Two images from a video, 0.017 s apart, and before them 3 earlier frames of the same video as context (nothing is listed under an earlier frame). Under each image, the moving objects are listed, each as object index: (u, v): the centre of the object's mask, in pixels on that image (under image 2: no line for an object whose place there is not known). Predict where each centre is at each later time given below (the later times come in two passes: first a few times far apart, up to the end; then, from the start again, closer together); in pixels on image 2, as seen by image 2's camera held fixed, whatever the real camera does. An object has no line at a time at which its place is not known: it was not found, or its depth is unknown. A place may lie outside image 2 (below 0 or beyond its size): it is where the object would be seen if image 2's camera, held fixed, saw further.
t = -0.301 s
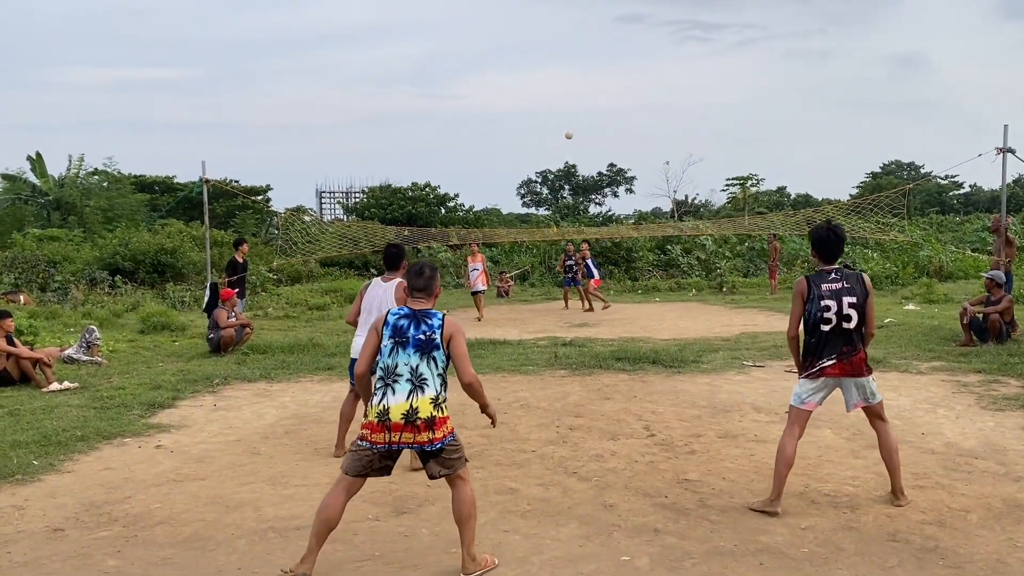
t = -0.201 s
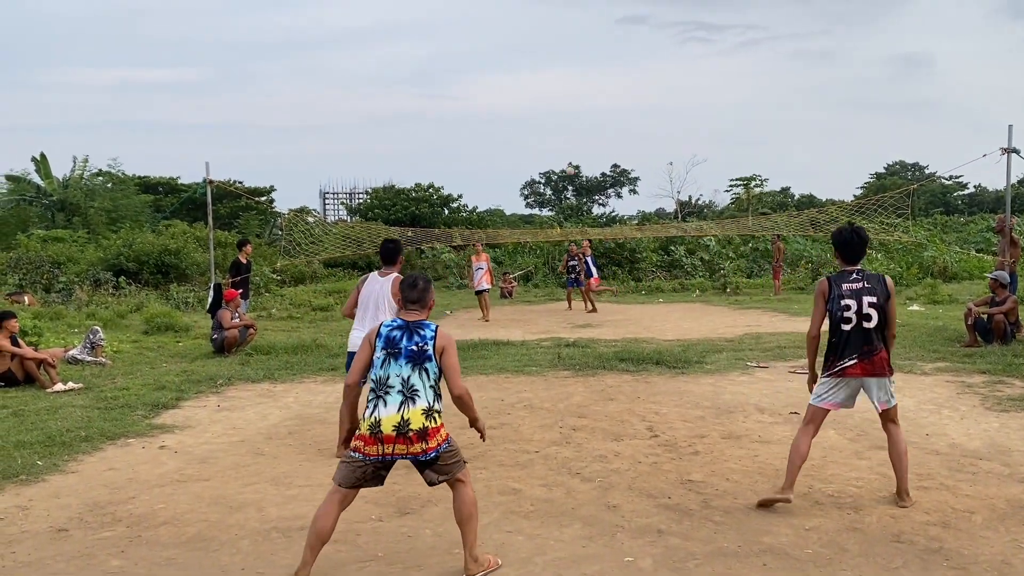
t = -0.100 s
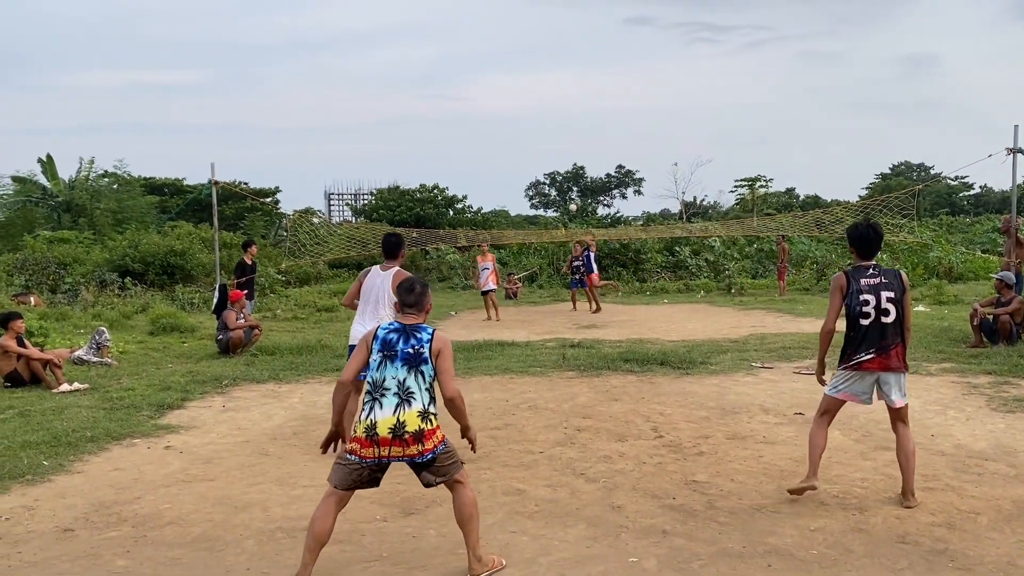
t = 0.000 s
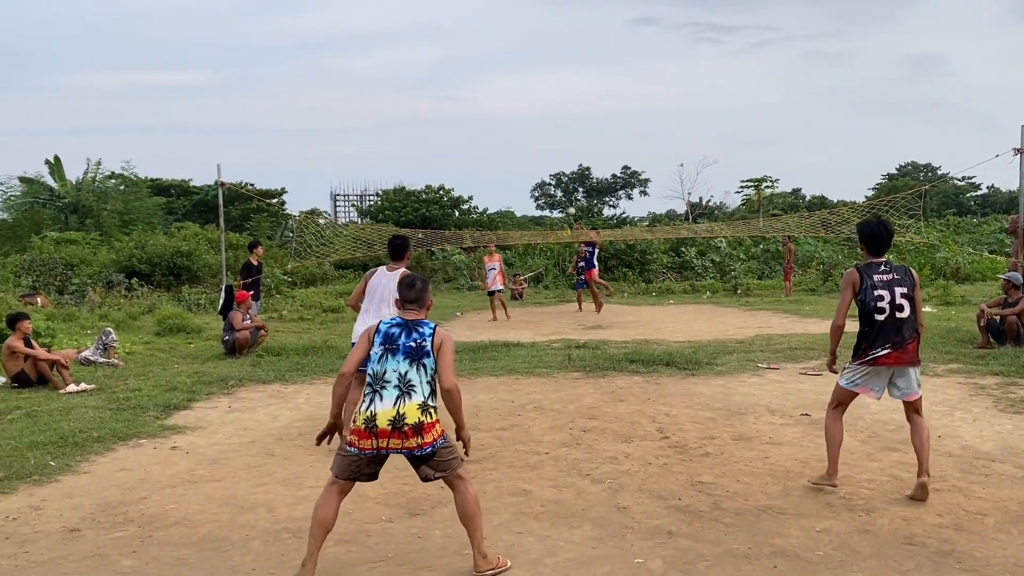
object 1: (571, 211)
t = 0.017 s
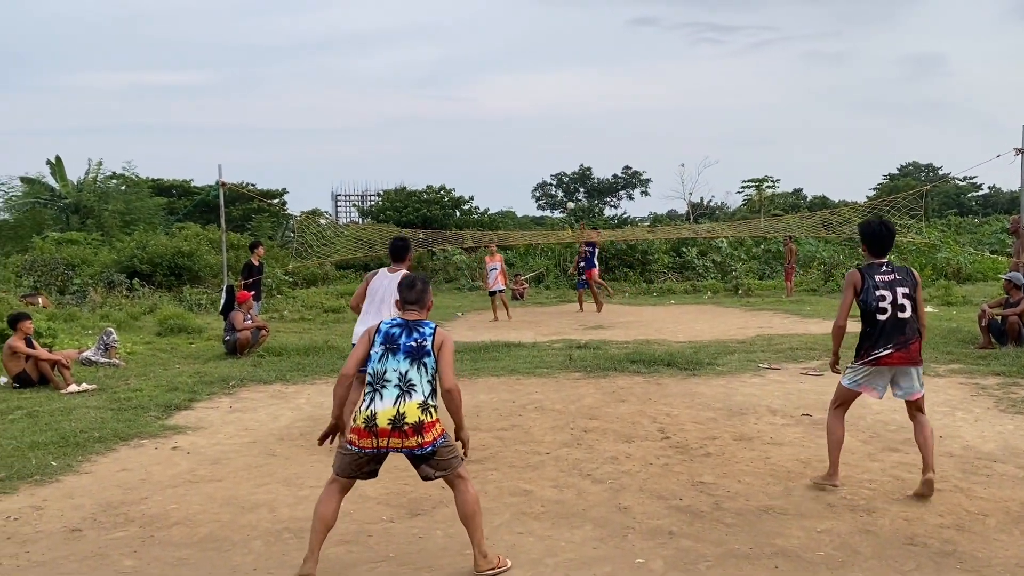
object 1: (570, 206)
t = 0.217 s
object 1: (541, 141)
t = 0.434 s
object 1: (501, 79)
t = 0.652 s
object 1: (443, 31)
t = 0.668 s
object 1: (438, 27)
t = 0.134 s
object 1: (554, 167)
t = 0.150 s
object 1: (551, 162)
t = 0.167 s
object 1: (549, 157)
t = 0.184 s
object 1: (546, 151)
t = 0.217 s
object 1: (541, 141)
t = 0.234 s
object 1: (539, 136)
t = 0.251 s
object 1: (536, 131)
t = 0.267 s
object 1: (533, 125)
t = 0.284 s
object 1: (530, 121)
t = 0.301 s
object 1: (527, 115)
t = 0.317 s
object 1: (524, 111)
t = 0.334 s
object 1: (521, 106)
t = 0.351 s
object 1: (518, 101)
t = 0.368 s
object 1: (515, 97)
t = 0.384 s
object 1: (511, 92)
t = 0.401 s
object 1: (508, 88)
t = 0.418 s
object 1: (504, 83)
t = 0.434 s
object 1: (501, 79)
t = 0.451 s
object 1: (497, 75)
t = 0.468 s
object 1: (493, 71)
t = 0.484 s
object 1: (490, 66)
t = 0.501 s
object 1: (486, 63)
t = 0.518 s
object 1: (482, 59)
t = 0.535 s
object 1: (477, 55)
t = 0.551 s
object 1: (473, 51)
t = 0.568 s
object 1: (468, 48)
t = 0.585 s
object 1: (464, 44)
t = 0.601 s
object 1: (459, 41)
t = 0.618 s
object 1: (454, 37)
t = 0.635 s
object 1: (449, 34)
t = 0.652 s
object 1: (443, 31)
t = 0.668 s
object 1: (438, 27)
